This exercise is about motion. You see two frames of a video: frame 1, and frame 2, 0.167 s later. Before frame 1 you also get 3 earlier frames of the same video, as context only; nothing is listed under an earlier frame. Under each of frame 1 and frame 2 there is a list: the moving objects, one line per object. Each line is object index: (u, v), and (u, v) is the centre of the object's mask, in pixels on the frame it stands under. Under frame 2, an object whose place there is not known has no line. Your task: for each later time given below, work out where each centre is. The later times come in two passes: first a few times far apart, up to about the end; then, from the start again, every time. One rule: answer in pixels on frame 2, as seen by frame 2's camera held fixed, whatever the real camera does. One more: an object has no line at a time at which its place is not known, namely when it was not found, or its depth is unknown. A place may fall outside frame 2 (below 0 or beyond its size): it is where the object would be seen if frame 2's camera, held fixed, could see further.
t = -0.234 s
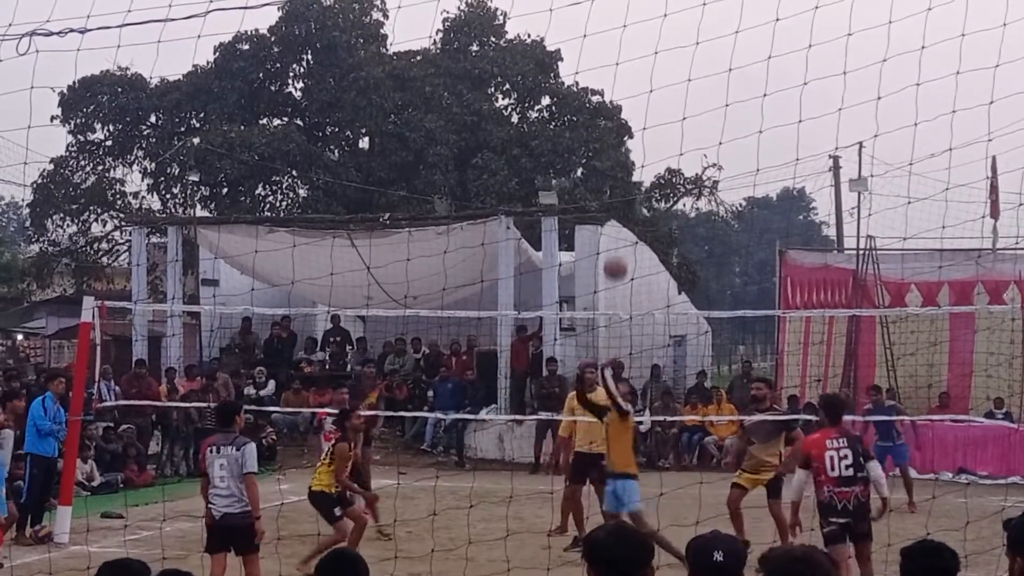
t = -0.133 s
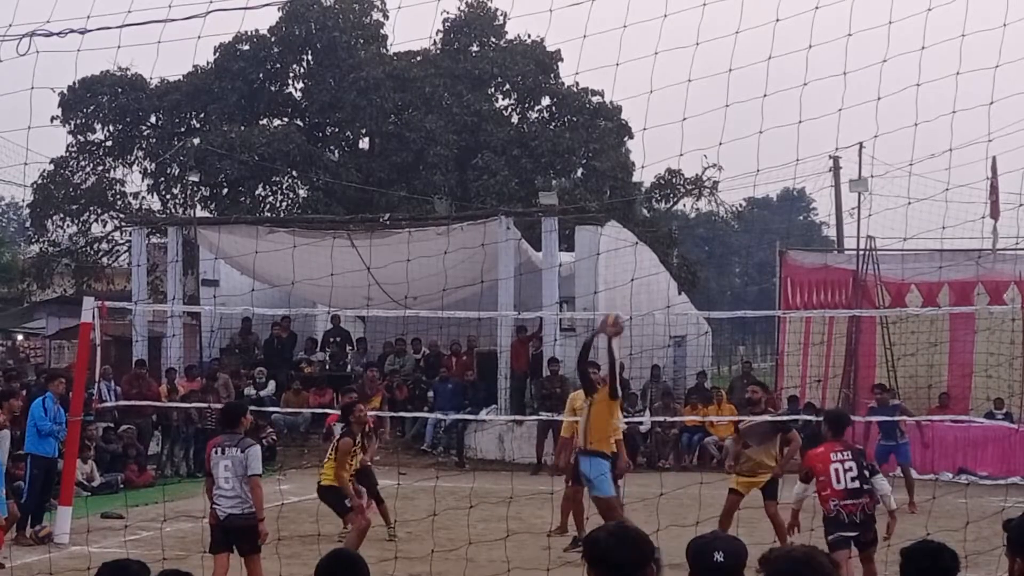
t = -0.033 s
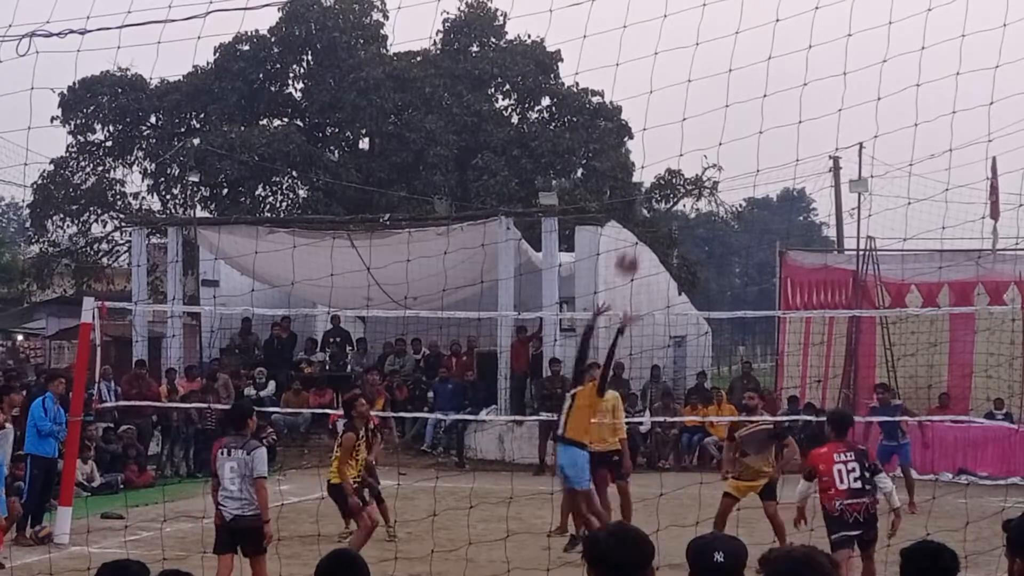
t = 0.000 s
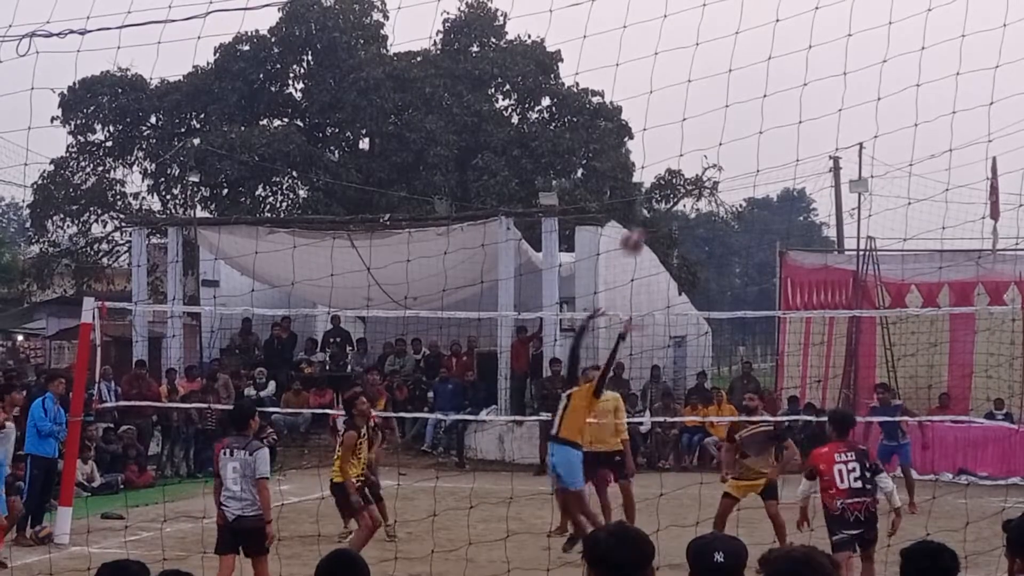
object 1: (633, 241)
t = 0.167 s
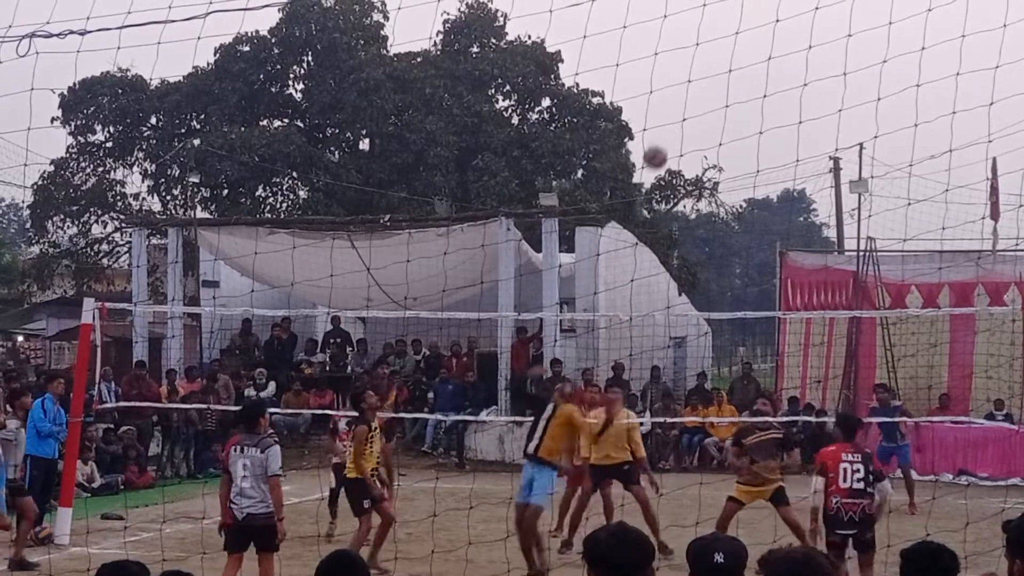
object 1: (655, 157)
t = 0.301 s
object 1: (672, 112)
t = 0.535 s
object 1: (700, 81)
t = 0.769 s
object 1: (728, 109)
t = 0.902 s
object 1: (744, 151)
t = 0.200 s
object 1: (659, 144)
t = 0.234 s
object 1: (663, 132)
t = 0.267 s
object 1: (668, 121)
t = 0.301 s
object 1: (672, 112)
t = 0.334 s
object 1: (676, 104)
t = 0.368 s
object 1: (680, 97)
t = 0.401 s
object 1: (684, 91)
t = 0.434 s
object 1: (688, 87)
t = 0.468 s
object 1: (692, 84)
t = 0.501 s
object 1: (696, 82)
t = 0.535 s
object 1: (700, 81)
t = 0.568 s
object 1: (704, 81)
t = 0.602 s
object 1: (708, 83)
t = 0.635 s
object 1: (712, 85)
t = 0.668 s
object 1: (716, 89)
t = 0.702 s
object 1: (720, 95)
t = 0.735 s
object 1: (724, 101)
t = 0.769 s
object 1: (728, 109)
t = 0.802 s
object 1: (732, 118)
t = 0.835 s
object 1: (736, 127)
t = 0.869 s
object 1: (740, 138)
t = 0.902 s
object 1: (744, 151)
